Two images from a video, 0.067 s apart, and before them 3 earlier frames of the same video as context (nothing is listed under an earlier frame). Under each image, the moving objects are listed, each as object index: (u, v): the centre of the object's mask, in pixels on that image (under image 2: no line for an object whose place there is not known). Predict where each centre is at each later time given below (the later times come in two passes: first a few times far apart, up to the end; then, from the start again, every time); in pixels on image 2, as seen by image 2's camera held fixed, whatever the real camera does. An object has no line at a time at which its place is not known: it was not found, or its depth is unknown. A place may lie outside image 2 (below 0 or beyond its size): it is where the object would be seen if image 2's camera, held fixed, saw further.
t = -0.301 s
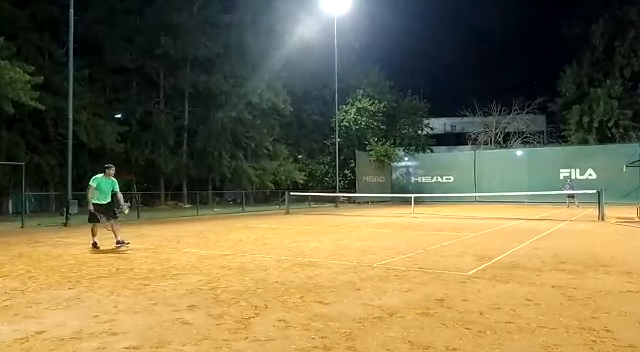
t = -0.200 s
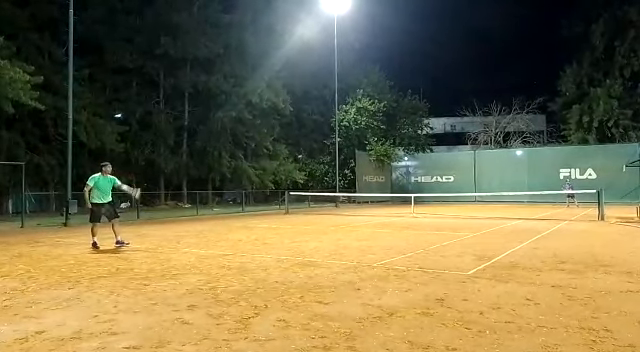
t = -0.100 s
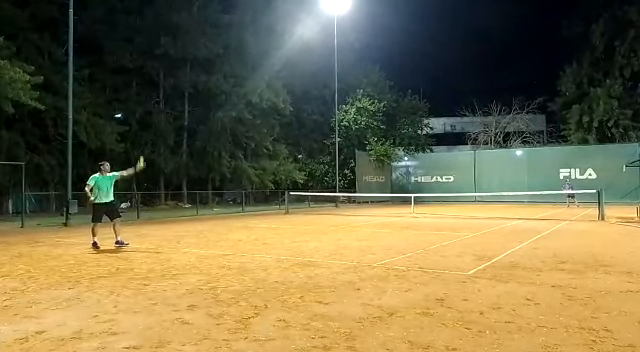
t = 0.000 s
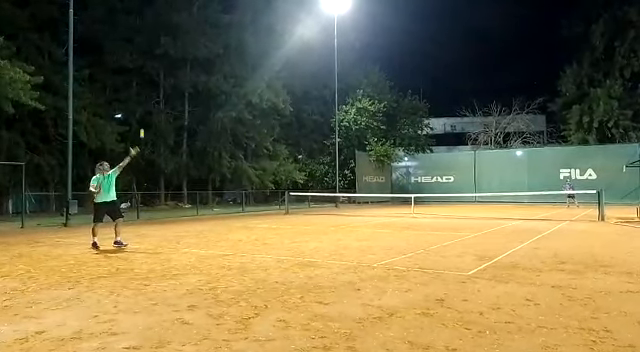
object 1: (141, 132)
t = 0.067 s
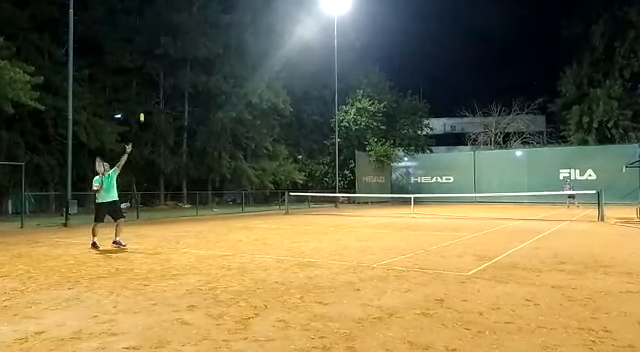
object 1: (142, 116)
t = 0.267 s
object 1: (142, 80)
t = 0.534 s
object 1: (143, 61)
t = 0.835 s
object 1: (143, 77)
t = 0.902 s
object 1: (144, 86)
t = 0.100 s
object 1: (142, 109)
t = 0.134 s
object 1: (142, 101)
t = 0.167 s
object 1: (142, 95)
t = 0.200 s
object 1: (142, 90)
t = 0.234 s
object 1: (142, 85)
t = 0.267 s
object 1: (142, 80)
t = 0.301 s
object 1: (143, 76)
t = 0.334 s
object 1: (142, 72)
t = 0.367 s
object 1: (143, 69)
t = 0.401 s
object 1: (143, 67)
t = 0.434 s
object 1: (143, 65)
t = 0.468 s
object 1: (143, 63)
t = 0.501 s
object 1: (143, 62)
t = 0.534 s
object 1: (143, 61)
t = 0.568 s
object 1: (143, 61)
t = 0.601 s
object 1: (143, 61)
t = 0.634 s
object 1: (143, 62)
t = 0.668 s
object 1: (143, 63)
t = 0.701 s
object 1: (143, 65)
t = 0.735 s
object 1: (143, 67)
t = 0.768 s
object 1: (143, 70)
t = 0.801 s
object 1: (143, 73)
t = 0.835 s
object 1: (143, 77)
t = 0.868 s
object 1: (144, 81)
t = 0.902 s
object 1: (144, 86)
